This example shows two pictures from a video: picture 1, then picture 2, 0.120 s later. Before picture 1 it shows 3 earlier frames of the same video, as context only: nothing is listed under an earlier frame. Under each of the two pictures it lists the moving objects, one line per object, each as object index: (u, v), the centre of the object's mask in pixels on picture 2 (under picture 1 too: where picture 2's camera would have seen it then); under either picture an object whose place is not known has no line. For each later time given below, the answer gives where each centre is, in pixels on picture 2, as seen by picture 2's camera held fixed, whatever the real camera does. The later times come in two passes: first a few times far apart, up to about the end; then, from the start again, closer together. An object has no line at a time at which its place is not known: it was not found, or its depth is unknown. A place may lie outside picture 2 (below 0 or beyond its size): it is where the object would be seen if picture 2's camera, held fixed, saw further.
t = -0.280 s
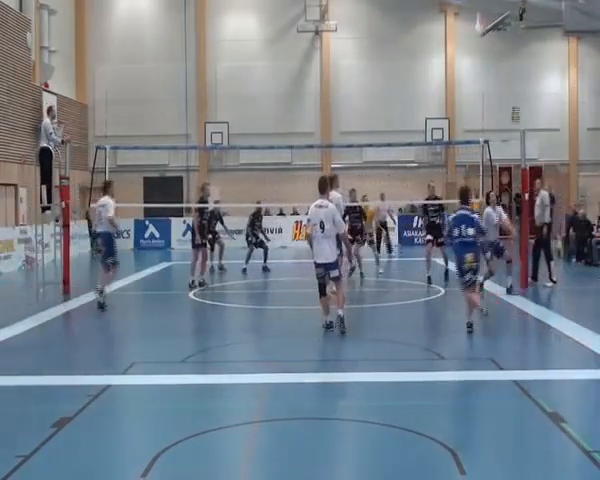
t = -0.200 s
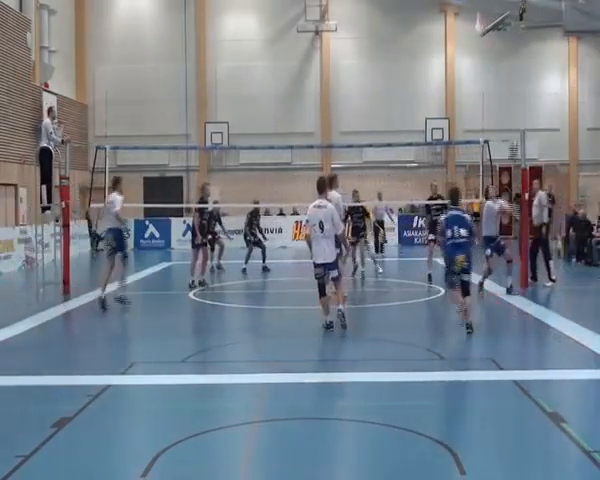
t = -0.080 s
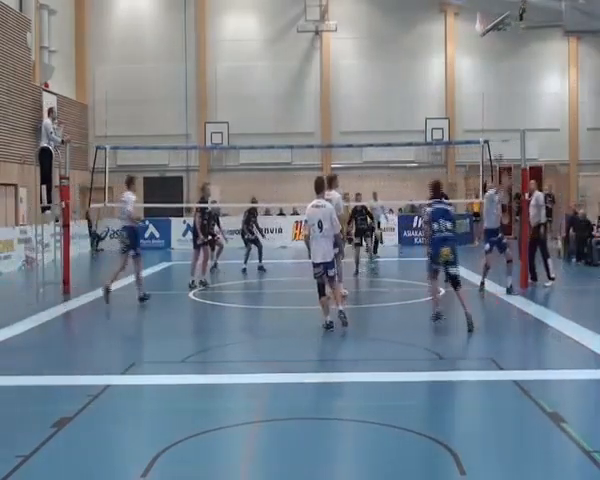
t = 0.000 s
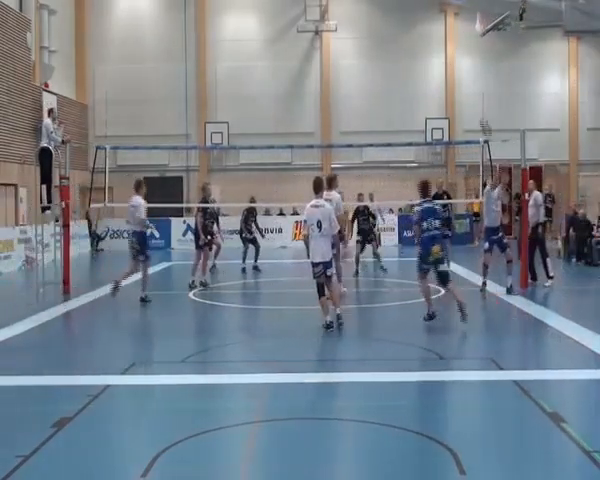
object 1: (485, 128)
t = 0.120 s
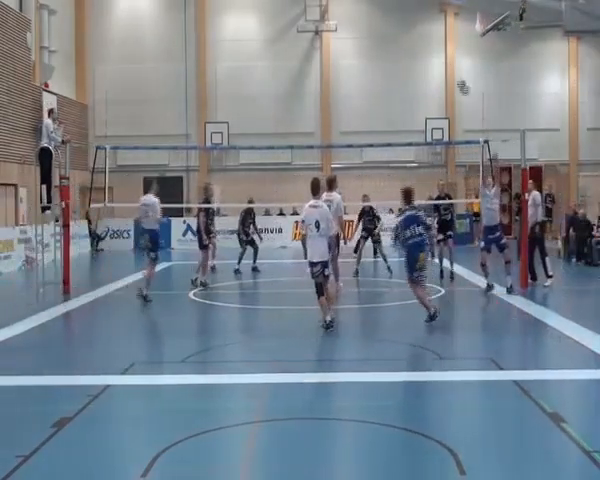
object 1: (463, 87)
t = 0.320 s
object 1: (429, 46)
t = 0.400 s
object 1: (416, 38)
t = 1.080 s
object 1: (331, 106)
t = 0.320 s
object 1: (429, 46)
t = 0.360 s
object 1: (422, 41)
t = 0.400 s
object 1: (416, 38)
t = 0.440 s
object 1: (410, 35)
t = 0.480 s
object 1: (404, 32)
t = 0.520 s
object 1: (398, 31)
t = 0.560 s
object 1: (392, 32)
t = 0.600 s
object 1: (387, 32)
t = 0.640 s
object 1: (382, 34)
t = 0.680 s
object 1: (376, 37)
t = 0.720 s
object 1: (371, 42)
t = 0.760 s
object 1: (366, 46)
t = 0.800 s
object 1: (361, 51)
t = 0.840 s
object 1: (356, 57)
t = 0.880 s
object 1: (351, 63)
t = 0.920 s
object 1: (347, 71)
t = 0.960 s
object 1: (343, 78)
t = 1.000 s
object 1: (338, 88)
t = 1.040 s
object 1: (335, 96)
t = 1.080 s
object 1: (331, 106)
